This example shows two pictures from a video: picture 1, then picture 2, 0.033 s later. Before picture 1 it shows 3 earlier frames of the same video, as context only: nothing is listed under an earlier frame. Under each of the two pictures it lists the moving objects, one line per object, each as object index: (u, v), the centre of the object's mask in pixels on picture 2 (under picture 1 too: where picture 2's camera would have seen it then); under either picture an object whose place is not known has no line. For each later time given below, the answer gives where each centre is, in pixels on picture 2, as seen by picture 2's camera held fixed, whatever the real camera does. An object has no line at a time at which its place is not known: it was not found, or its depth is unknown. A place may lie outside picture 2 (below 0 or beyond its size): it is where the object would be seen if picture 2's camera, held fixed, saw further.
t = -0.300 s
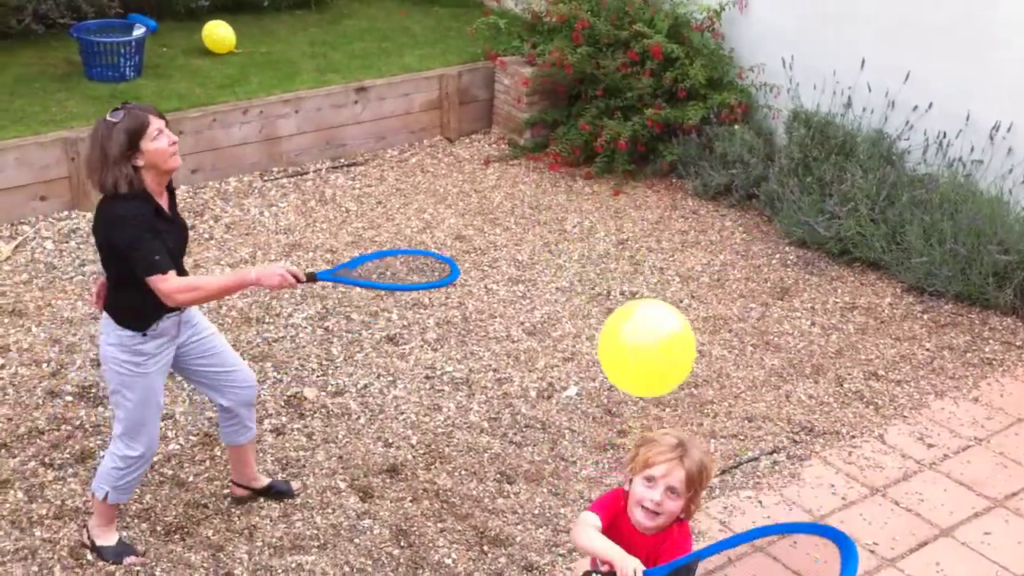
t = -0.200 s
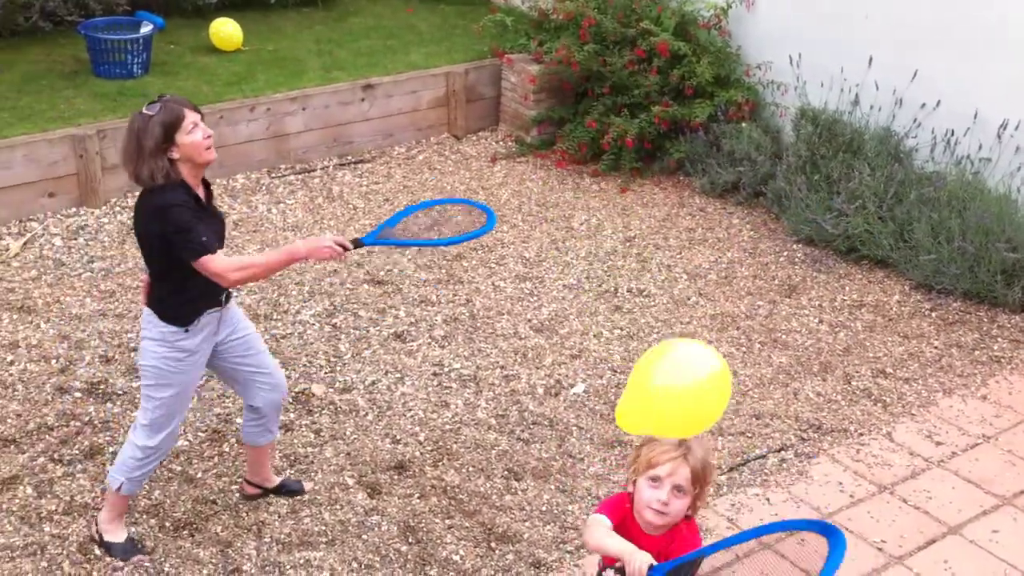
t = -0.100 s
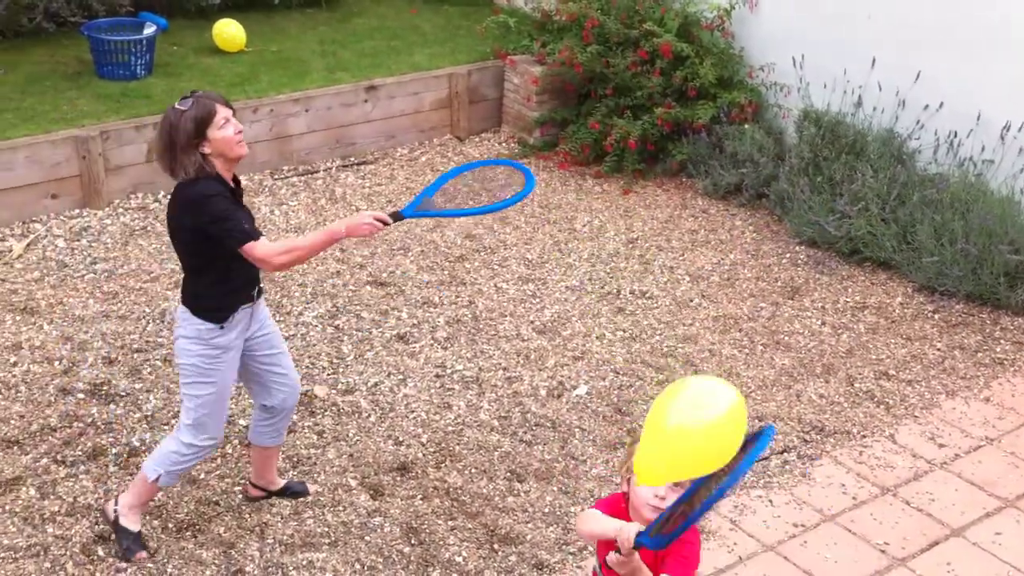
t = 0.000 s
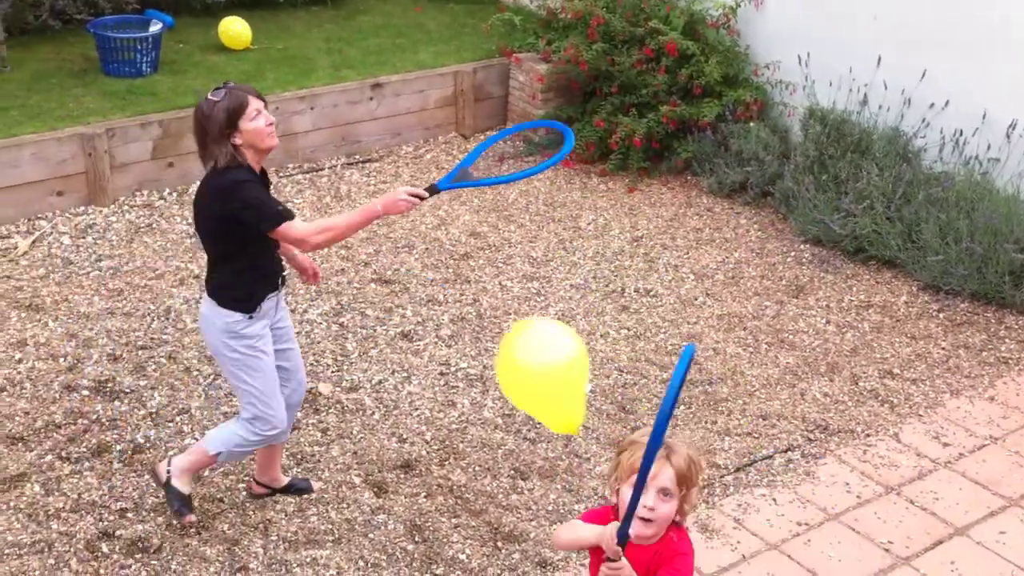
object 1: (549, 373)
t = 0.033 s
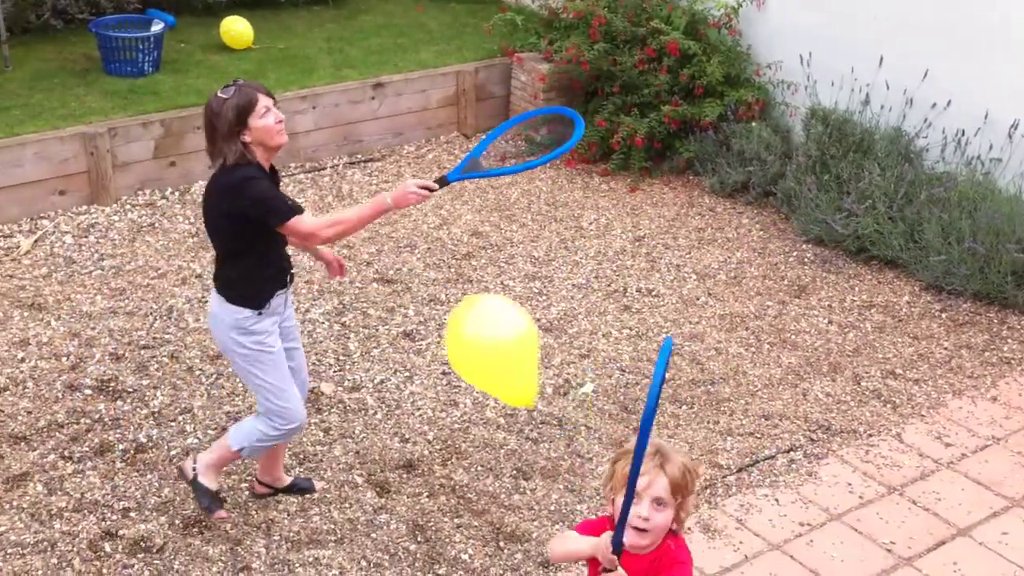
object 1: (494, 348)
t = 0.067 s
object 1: (446, 323)
